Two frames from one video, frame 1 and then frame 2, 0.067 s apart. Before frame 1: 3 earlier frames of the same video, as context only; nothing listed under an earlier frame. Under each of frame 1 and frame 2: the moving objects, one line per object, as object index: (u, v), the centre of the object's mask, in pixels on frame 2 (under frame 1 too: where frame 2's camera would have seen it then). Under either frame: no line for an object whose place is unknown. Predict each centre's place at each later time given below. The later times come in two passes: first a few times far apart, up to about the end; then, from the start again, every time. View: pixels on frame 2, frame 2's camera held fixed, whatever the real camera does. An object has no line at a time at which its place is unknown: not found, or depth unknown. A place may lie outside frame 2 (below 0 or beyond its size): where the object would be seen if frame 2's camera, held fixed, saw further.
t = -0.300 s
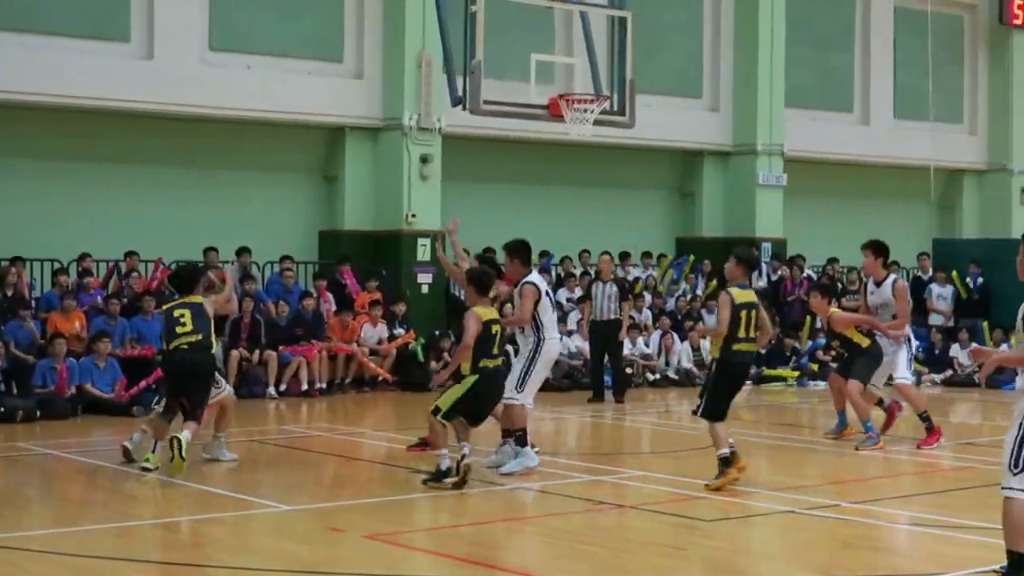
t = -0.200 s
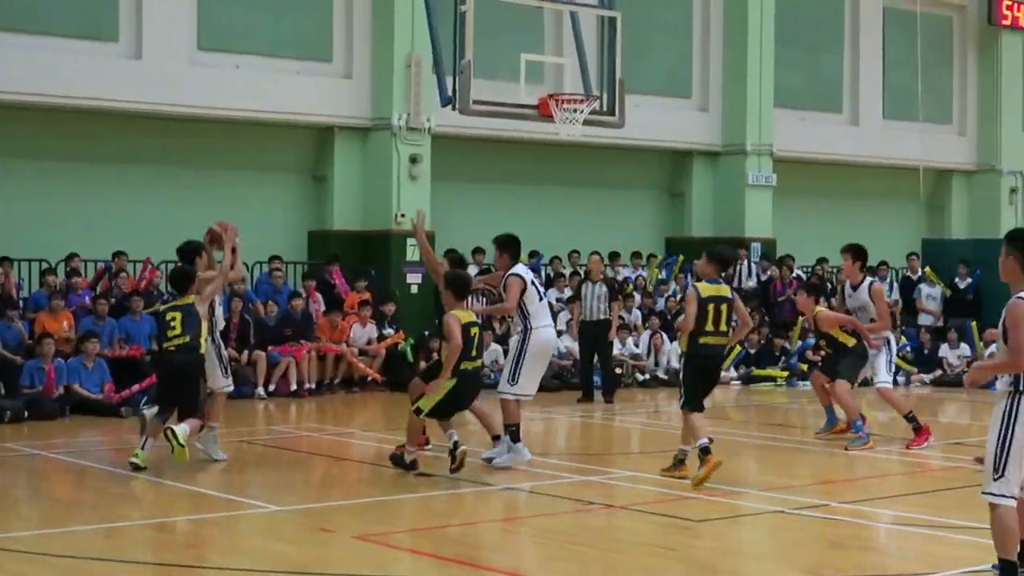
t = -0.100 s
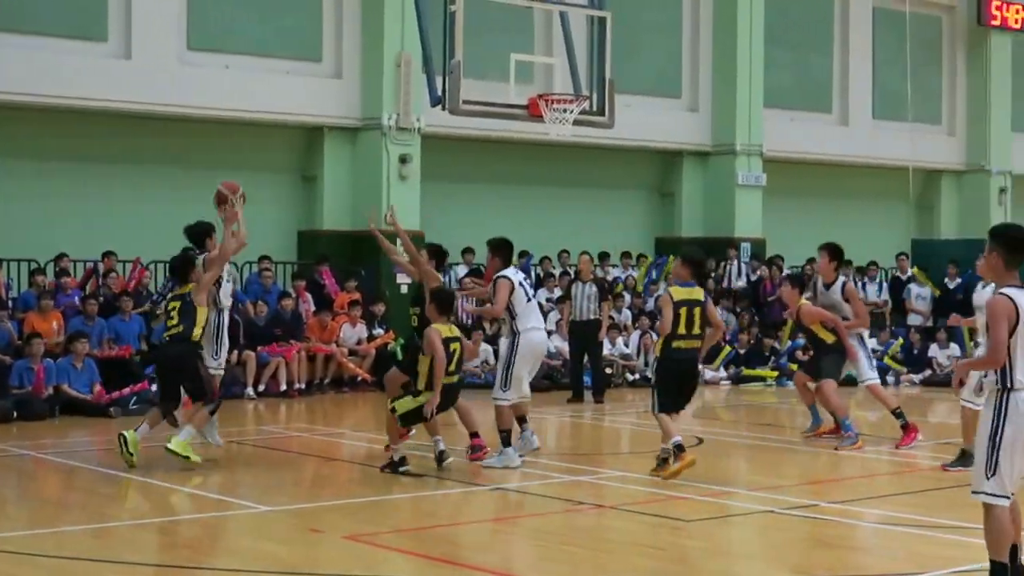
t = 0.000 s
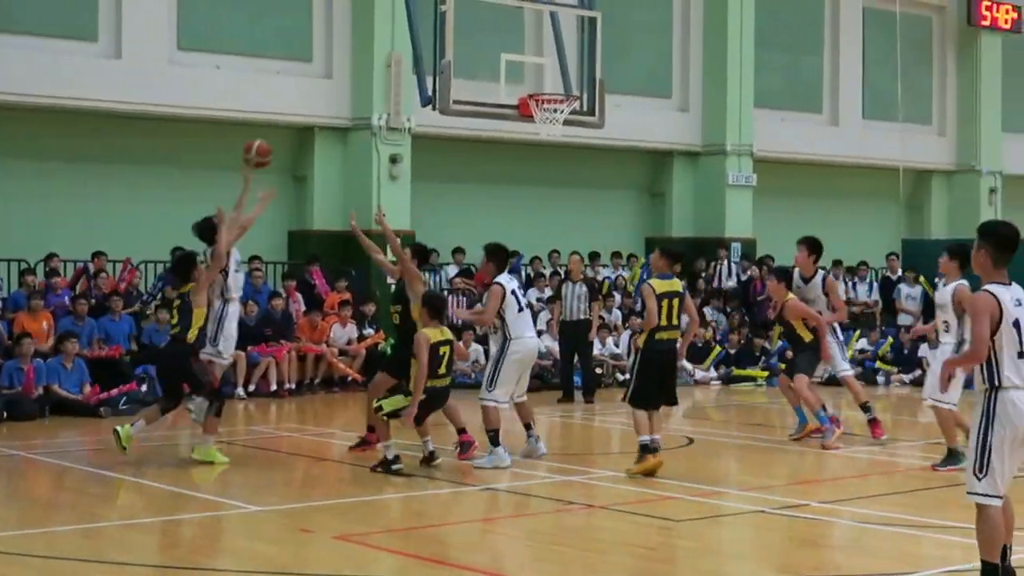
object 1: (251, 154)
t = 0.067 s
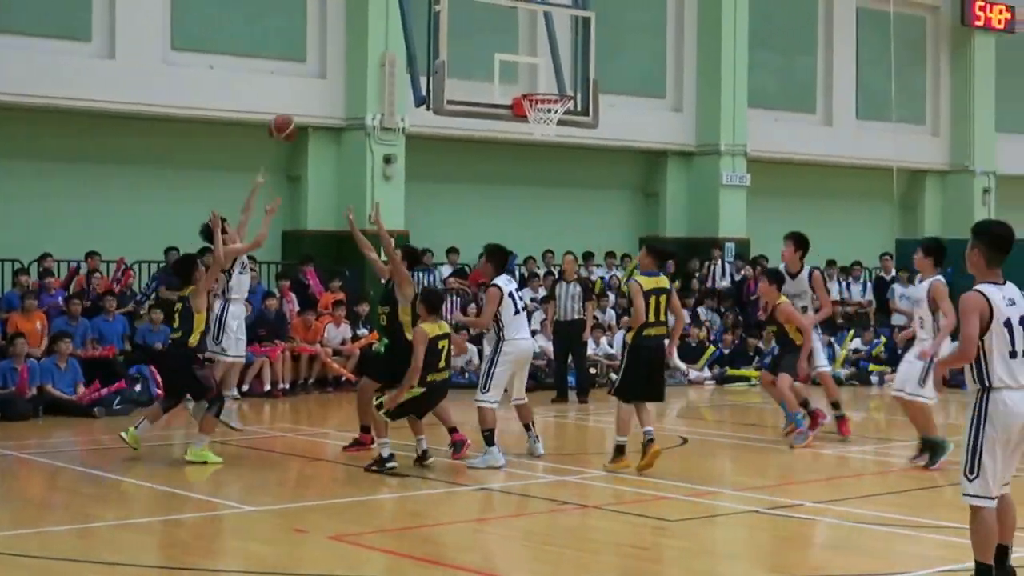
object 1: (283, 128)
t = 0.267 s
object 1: (372, 87)
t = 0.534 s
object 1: (486, 103)
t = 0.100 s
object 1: (298, 117)
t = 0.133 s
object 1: (313, 109)
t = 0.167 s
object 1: (329, 101)
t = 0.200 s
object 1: (343, 95)
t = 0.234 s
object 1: (358, 90)
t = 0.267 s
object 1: (372, 87)
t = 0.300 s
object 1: (387, 85)
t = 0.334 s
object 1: (401, 83)
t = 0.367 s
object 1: (416, 84)
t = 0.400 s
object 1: (430, 86)
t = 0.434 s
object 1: (444, 88)
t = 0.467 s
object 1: (458, 92)
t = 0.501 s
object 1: (471, 97)
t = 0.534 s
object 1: (486, 103)
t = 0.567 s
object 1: (499, 111)
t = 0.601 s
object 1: (513, 120)
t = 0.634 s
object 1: (526, 130)
